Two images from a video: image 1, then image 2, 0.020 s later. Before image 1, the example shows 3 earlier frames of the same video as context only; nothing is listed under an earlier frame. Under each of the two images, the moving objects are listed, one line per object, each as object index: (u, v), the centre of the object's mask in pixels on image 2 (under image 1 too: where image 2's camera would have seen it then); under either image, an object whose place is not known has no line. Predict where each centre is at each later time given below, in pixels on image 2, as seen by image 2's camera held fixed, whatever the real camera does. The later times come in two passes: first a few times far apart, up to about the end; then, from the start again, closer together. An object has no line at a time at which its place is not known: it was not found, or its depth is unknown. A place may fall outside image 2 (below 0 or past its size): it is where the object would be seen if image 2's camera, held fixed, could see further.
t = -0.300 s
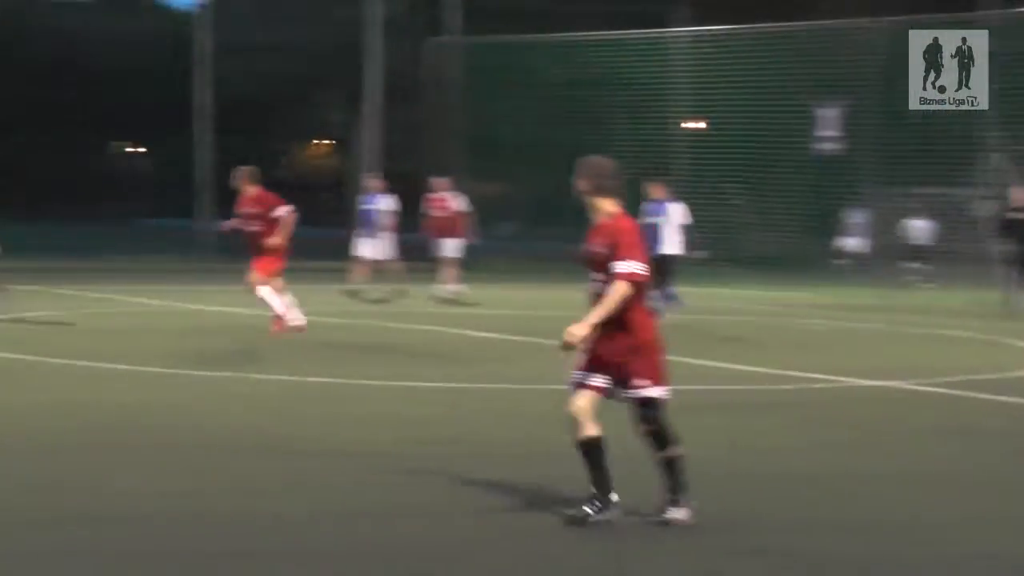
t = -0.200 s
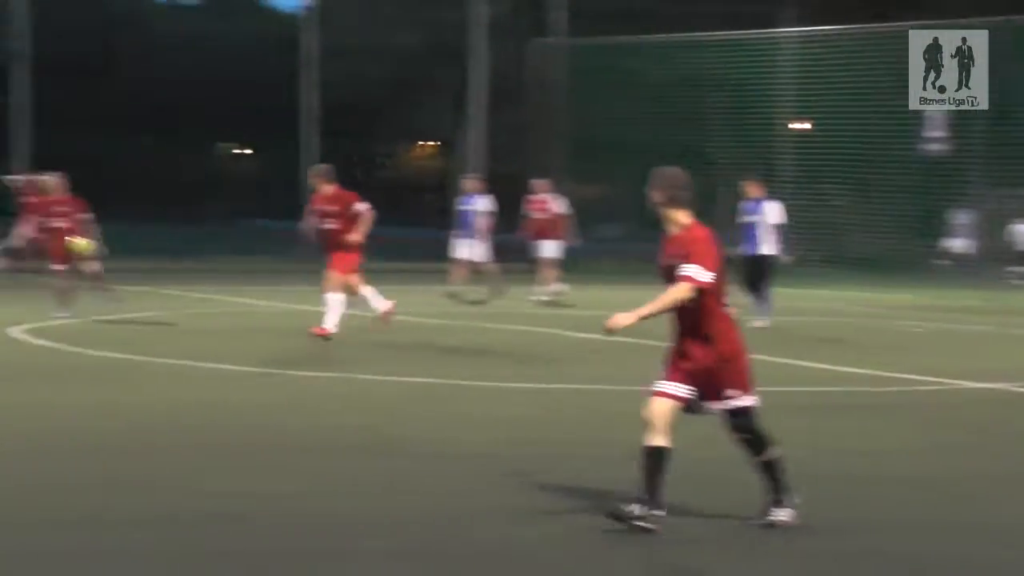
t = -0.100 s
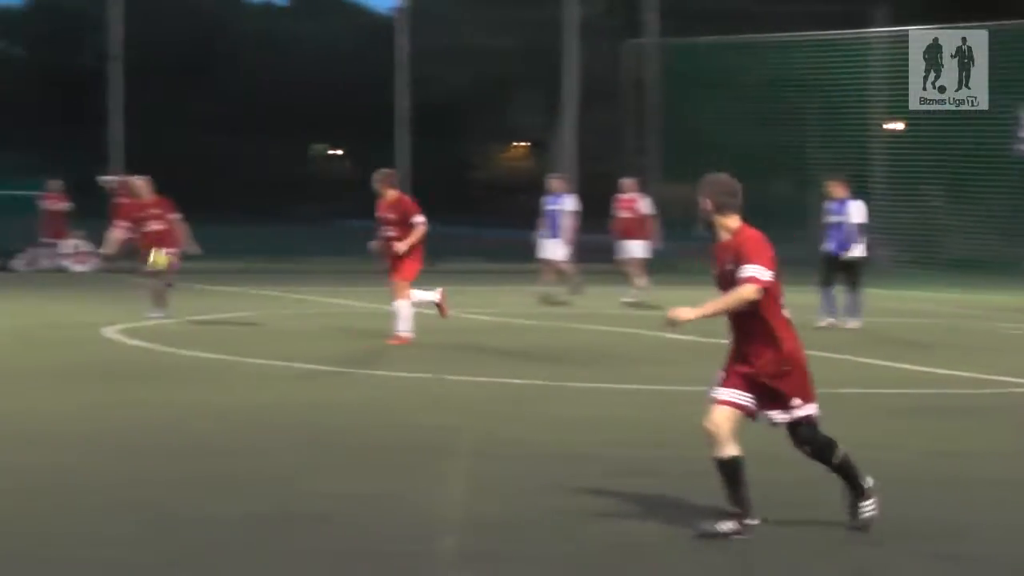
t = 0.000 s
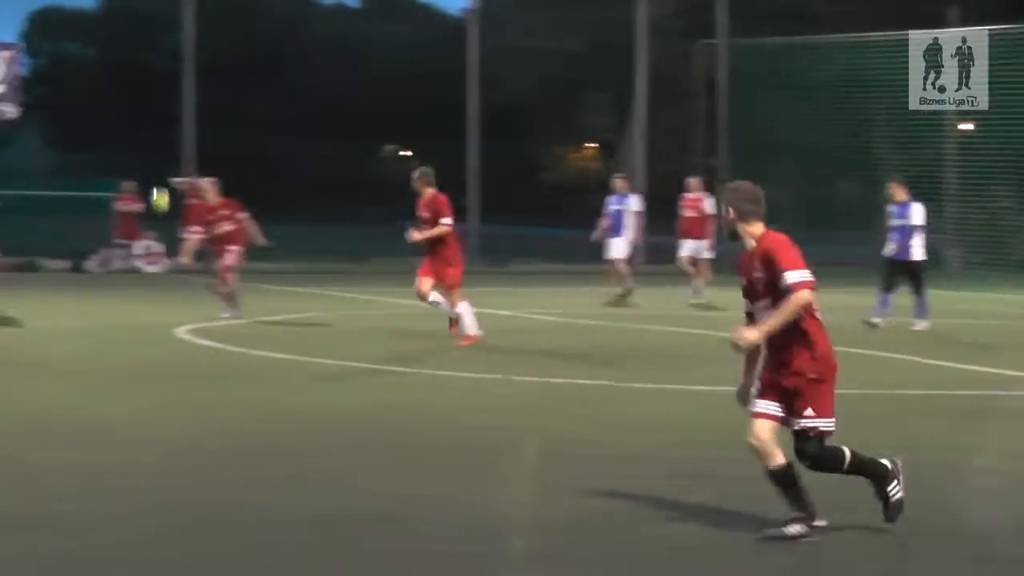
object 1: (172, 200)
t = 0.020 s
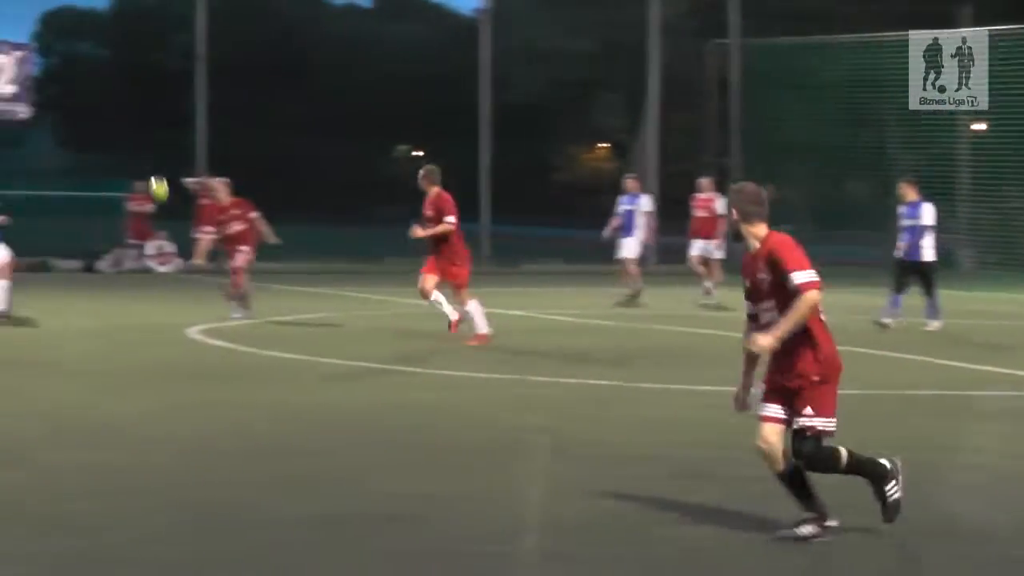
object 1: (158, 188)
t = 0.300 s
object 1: (-39, 65)
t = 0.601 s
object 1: (-255, 4)
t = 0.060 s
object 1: (130, 166)
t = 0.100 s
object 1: (103, 146)
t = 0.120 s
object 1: (88, 136)
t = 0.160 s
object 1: (60, 118)
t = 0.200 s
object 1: (32, 101)
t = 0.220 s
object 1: (19, 92)
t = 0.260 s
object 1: (-12, 79)
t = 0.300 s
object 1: (-39, 65)
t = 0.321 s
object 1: (-53, 58)
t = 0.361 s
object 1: (-81, 47)
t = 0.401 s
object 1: (-110, 36)
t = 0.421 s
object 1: (-125, 30)
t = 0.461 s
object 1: (-152, 22)
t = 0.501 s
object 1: (-181, 15)
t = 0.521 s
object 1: (-196, 12)
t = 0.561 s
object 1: (-225, 7)
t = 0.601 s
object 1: (-255, 4)
